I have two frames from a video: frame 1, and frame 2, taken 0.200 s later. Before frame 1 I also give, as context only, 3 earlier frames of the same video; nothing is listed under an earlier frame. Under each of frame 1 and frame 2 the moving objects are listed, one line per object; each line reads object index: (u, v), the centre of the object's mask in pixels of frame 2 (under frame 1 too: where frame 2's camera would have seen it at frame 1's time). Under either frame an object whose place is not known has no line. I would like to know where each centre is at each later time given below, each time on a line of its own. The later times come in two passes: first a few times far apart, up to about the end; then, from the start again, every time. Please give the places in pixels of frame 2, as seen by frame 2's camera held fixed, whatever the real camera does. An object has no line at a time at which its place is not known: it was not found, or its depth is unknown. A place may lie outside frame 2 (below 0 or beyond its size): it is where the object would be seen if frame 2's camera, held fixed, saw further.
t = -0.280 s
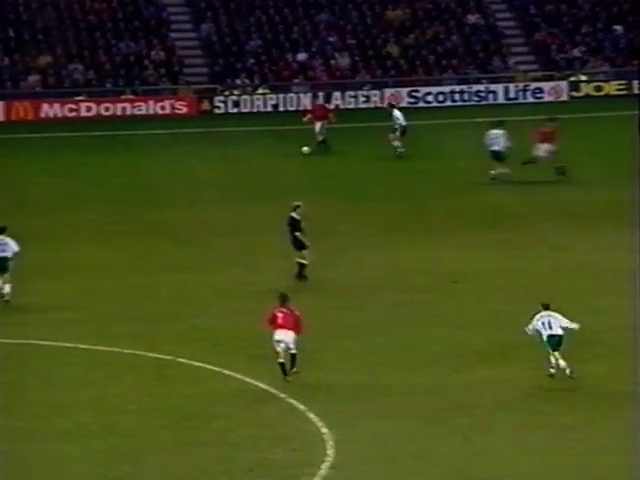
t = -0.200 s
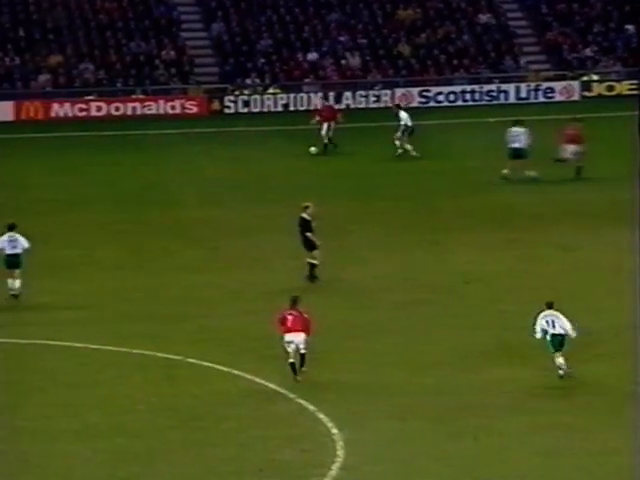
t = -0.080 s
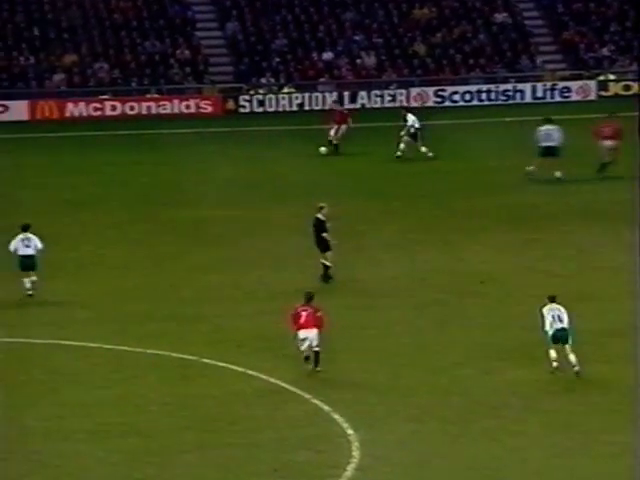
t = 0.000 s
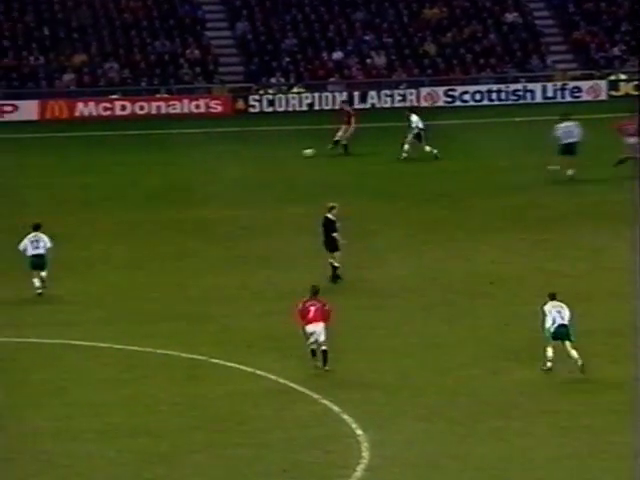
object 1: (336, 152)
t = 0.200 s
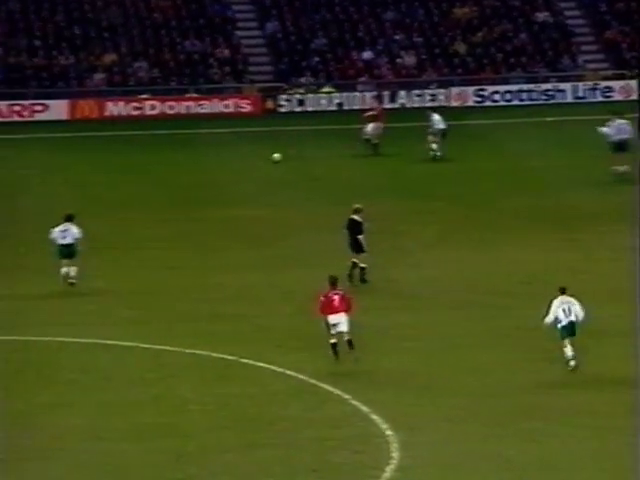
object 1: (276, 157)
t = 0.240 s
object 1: (265, 158)
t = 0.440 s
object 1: (214, 163)
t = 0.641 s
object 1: (173, 168)
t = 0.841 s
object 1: (134, 172)
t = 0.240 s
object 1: (265, 158)
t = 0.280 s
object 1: (253, 160)
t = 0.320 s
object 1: (243, 161)
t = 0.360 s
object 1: (232, 162)
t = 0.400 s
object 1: (223, 163)
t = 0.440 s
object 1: (214, 163)
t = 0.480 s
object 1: (204, 165)
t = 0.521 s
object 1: (195, 166)
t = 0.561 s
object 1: (187, 166)
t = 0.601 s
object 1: (181, 167)
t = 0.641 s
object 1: (173, 168)
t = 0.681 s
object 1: (165, 169)
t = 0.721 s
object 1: (157, 170)
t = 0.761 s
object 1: (150, 170)
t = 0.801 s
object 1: (142, 172)
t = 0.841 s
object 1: (134, 172)
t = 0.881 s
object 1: (126, 173)
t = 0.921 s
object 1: (118, 174)
